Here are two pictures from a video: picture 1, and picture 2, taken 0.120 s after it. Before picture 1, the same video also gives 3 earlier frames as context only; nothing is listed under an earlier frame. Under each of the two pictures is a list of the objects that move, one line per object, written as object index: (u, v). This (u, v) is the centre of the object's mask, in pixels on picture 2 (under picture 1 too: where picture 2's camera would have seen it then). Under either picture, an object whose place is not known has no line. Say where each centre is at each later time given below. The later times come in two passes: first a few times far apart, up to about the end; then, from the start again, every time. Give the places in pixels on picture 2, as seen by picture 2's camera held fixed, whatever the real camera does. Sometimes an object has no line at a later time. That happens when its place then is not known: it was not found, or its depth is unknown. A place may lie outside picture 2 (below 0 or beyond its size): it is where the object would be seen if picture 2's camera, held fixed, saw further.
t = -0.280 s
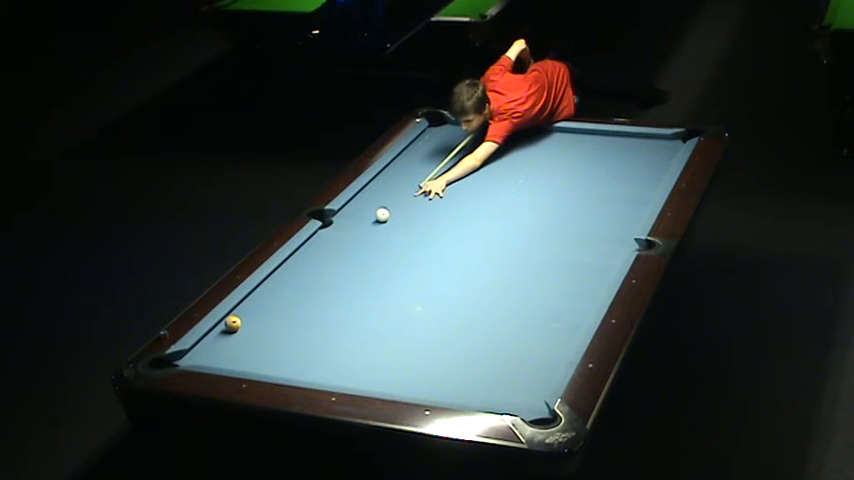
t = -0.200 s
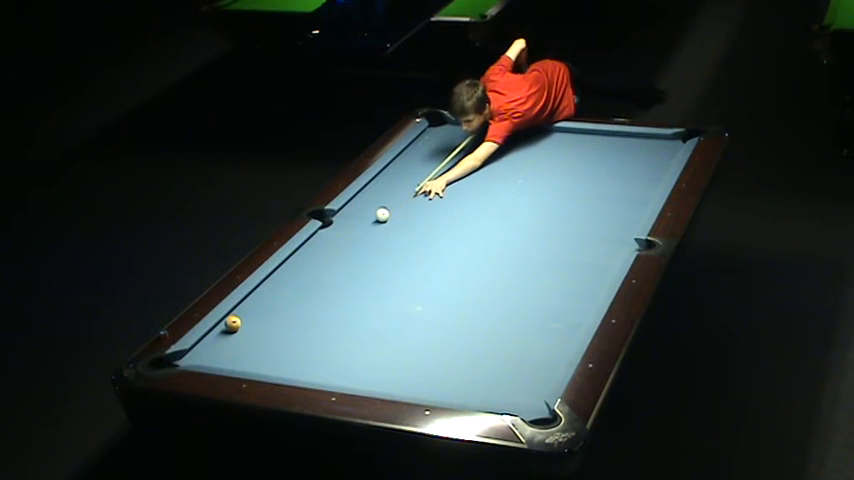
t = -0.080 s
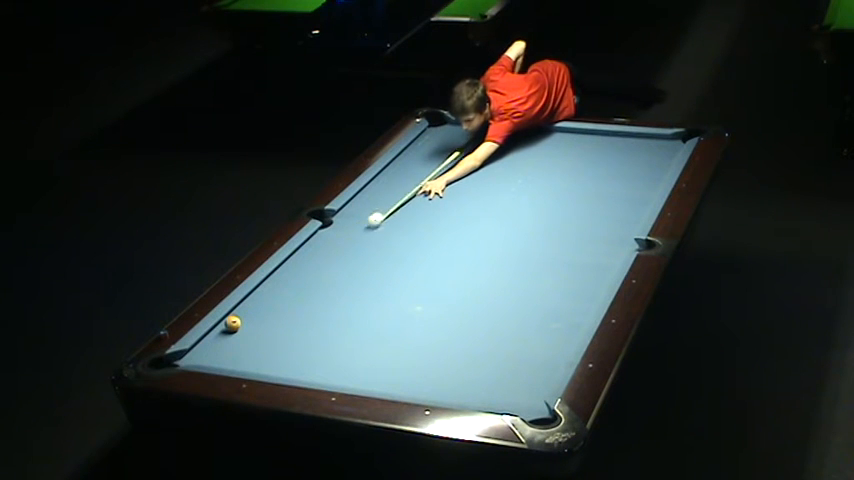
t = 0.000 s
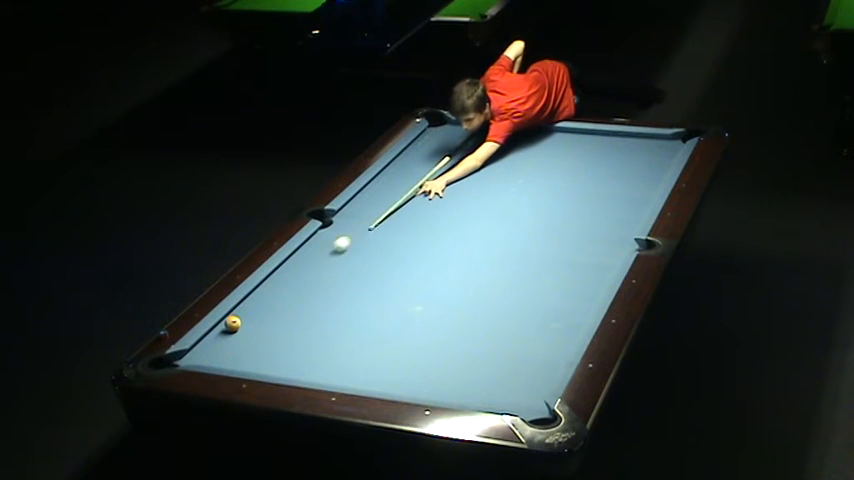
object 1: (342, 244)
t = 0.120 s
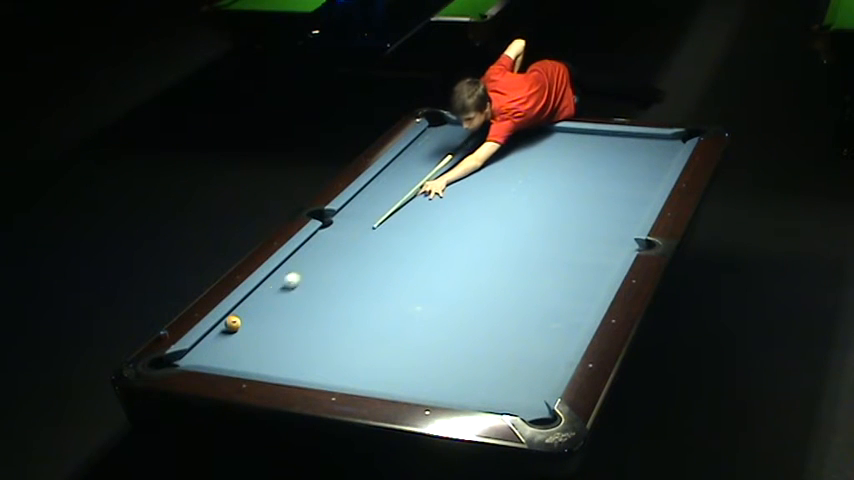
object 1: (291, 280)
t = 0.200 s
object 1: (259, 303)
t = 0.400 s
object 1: (241, 315)
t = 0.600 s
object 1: (241, 313)
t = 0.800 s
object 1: (240, 311)
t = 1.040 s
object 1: (240, 310)
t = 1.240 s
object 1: (239, 309)
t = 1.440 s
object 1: (239, 309)
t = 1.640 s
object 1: (239, 309)
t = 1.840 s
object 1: (239, 309)
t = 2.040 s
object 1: (239, 309)
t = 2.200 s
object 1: (239, 309)
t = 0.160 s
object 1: (275, 291)
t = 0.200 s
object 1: (259, 303)
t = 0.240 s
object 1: (245, 314)
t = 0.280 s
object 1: (241, 316)
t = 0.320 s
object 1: (241, 315)
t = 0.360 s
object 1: (241, 315)
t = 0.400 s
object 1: (241, 315)
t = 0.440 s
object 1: (241, 314)
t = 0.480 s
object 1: (241, 314)
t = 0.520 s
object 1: (241, 313)
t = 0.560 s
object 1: (241, 313)
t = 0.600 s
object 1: (241, 313)
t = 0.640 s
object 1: (241, 312)
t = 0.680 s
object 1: (241, 312)
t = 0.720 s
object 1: (241, 312)
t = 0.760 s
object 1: (240, 311)
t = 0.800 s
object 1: (240, 311)
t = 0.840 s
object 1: (240, 311)
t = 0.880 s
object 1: (240, 311)
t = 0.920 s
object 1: (240, 311)
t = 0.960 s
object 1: (240, 310)
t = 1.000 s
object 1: (240, 310)
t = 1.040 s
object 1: (240, 310)
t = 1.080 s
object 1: (239, 310)
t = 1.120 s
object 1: (239, 310)
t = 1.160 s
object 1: (239, 309)
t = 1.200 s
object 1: (239, 309)
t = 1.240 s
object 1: (239, 309)
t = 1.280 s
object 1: (239, 309)
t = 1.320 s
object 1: (239, 309)
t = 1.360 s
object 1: (239, 309)
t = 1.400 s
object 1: (239, 309)
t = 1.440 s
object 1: (239, 309)
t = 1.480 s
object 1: (239, 309)
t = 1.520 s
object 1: (239, 309)
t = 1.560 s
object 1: (239, 309)
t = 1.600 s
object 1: (239, 309)
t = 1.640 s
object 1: (239, 309)
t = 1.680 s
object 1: (239, 309)
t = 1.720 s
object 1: (239, 309)
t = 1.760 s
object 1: (239, 309)
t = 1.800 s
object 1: (239, 309)
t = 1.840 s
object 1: (239, 309)
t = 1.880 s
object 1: (239, 309)
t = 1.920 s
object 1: (239, 309)
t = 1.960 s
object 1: (239, 309)
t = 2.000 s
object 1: (239, 309)
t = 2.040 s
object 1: (239, 309)
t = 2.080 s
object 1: (239, 309)
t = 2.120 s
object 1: (239, 309)
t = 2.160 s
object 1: (239, 309)
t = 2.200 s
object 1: (239, 309)
